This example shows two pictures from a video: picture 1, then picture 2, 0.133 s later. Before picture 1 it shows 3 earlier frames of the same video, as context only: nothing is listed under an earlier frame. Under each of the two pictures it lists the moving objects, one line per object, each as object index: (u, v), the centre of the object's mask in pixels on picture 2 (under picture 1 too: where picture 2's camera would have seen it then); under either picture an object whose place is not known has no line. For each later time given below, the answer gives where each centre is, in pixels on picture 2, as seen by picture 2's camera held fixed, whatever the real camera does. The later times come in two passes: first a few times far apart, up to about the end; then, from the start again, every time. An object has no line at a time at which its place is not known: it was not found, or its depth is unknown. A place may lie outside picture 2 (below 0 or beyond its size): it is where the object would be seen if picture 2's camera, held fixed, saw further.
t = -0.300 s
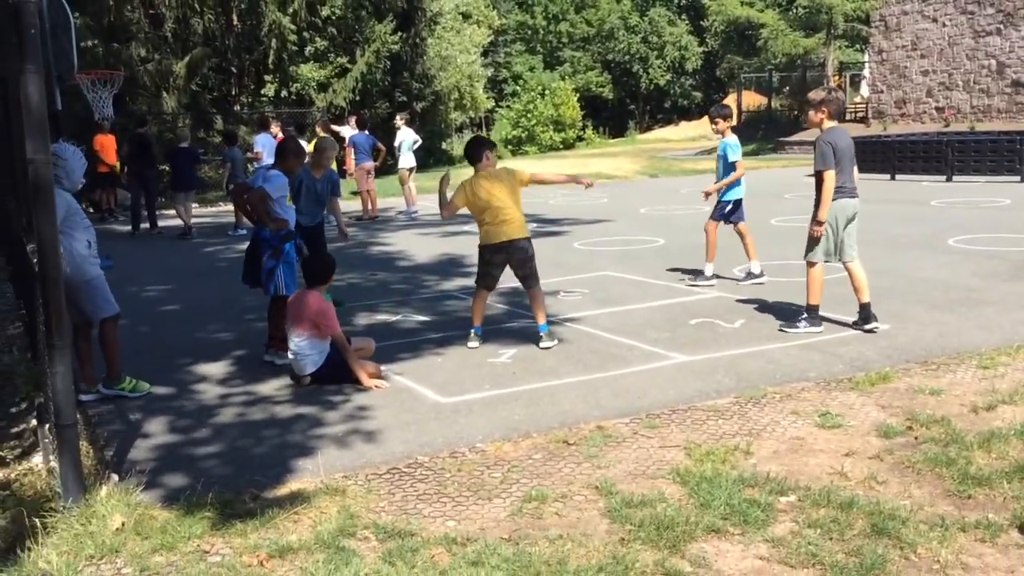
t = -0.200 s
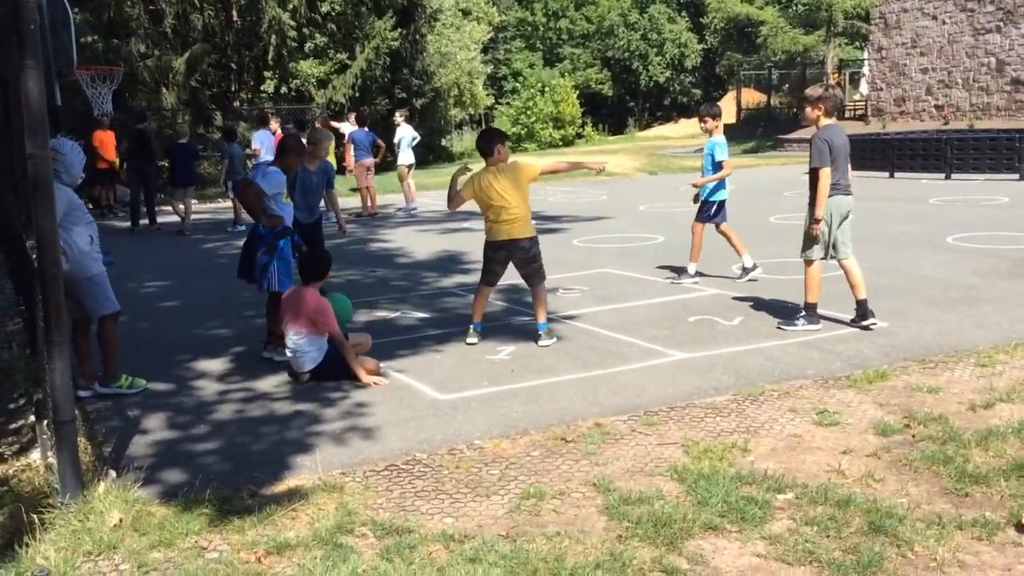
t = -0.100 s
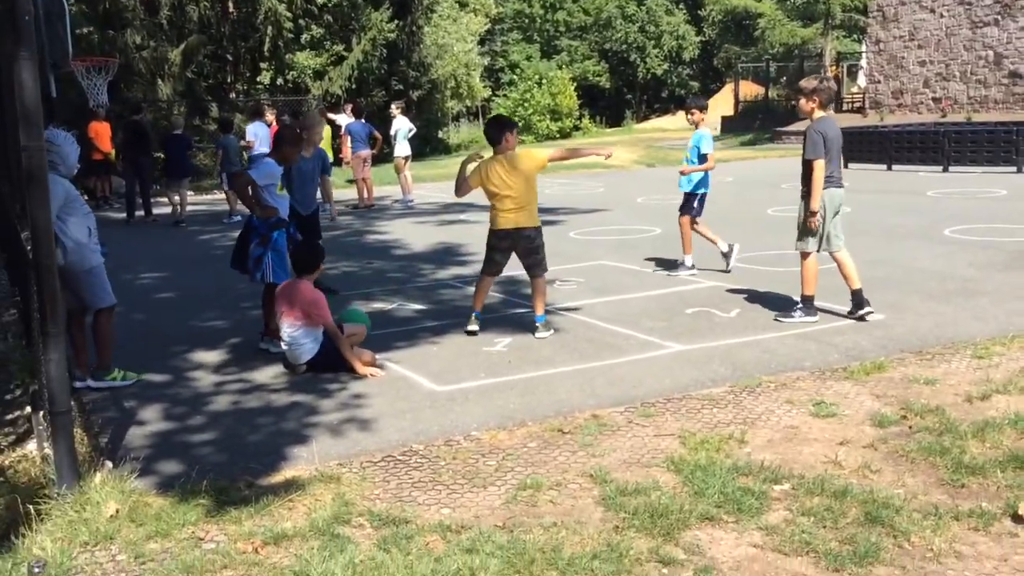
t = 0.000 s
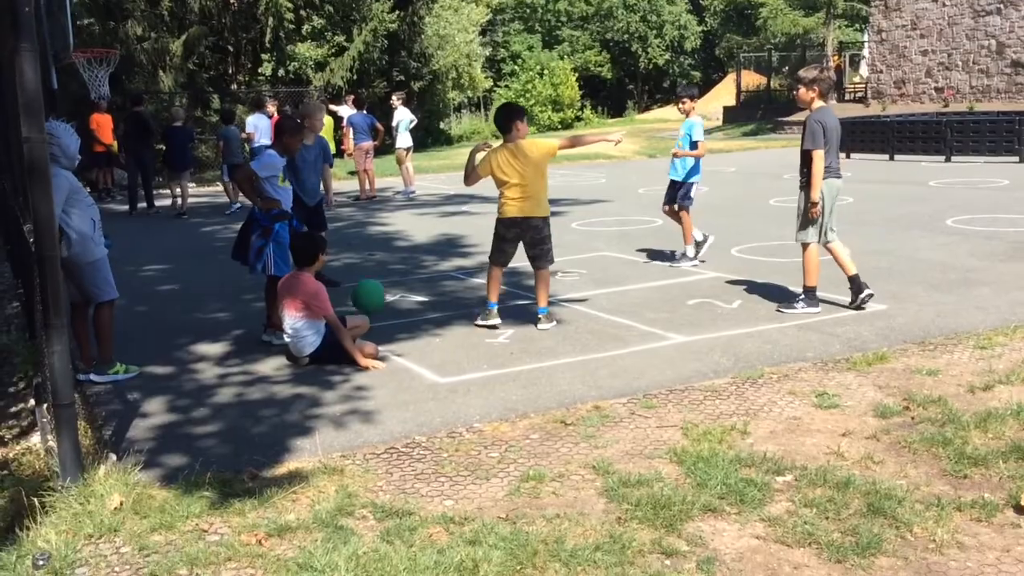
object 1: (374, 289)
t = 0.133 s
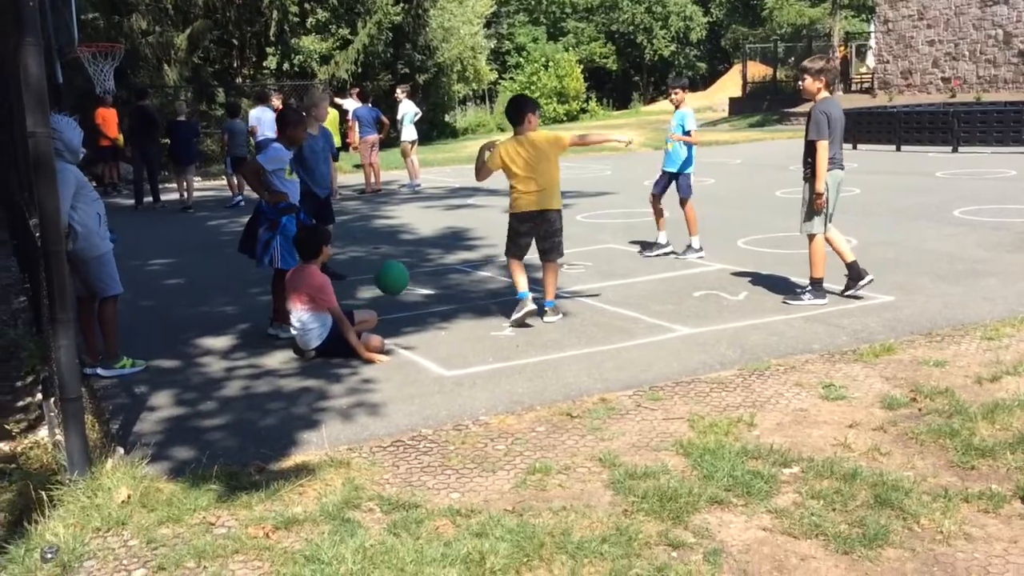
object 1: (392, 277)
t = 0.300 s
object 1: (416, 300)
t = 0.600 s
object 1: (448, 283)
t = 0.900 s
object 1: (477, 278)
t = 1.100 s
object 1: (496, 276)
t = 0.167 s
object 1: (396, 278)
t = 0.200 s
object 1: (401, 281)
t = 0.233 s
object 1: (406, 287)
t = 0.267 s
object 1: (410, 292)
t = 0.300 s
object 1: (416, 300)
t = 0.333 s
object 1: (420, 298)
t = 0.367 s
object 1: (423, 290)
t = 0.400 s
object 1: (427, 285)
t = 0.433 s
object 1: (431, 280)
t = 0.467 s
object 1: (434, 278)
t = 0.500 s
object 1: (438, 278)
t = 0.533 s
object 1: (441, 278)
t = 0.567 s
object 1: (445, 279)
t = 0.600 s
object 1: (448, 283)
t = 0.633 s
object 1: (453, 290)
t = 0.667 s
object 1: (457, 295)
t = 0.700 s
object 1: (459, 289)
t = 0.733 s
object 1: (463, 283)
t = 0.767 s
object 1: (465, 280)
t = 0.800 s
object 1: (468, 277)
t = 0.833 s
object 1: (472, 276)
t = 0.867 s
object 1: (474, 277)
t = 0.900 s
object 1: (477, 278)
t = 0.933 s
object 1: (481, 282)
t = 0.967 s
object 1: (483, 289)
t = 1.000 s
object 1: (486, 287)
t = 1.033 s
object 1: (490, 281)
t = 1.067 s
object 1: (493, 277)
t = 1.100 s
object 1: (496, 276)
